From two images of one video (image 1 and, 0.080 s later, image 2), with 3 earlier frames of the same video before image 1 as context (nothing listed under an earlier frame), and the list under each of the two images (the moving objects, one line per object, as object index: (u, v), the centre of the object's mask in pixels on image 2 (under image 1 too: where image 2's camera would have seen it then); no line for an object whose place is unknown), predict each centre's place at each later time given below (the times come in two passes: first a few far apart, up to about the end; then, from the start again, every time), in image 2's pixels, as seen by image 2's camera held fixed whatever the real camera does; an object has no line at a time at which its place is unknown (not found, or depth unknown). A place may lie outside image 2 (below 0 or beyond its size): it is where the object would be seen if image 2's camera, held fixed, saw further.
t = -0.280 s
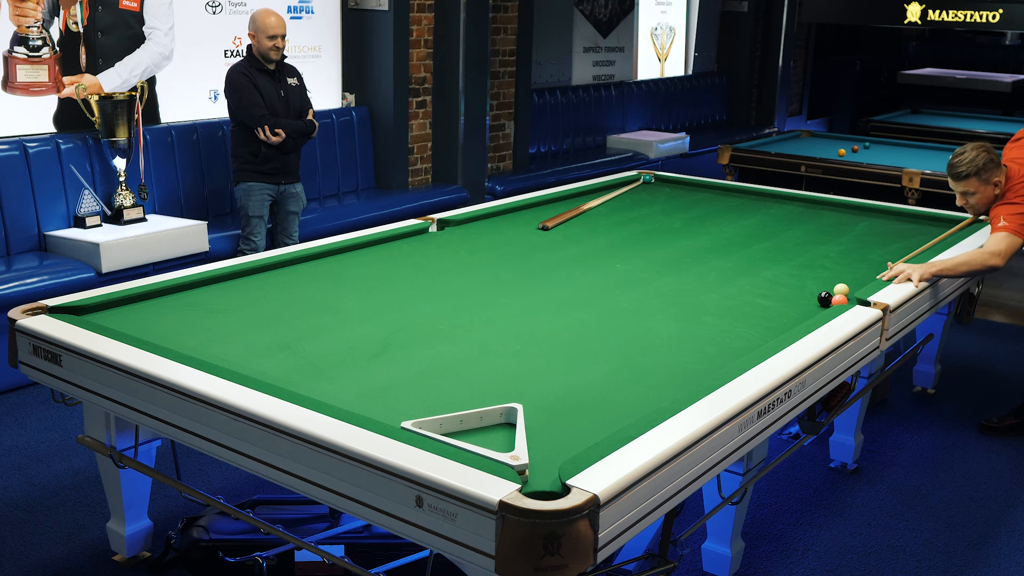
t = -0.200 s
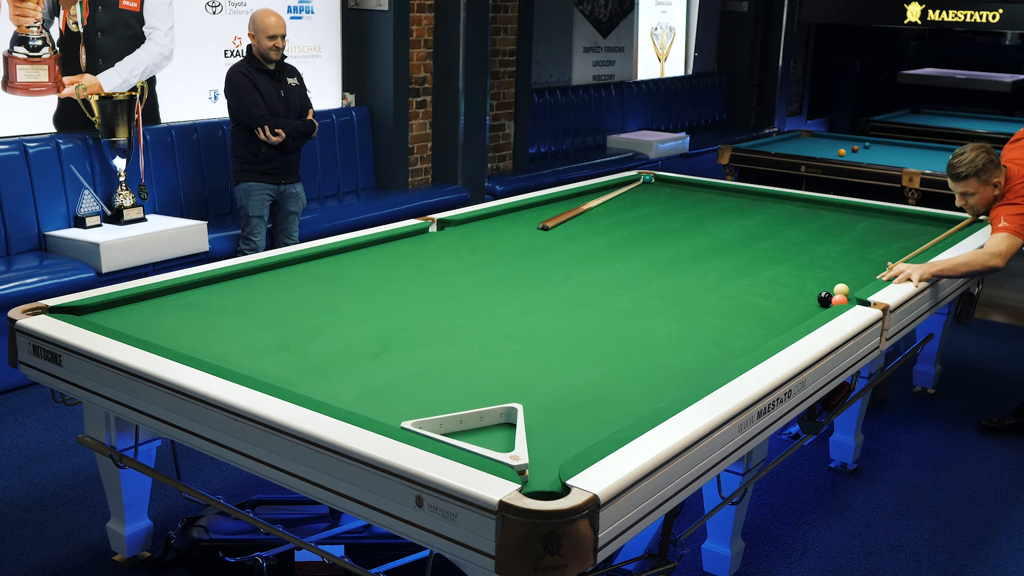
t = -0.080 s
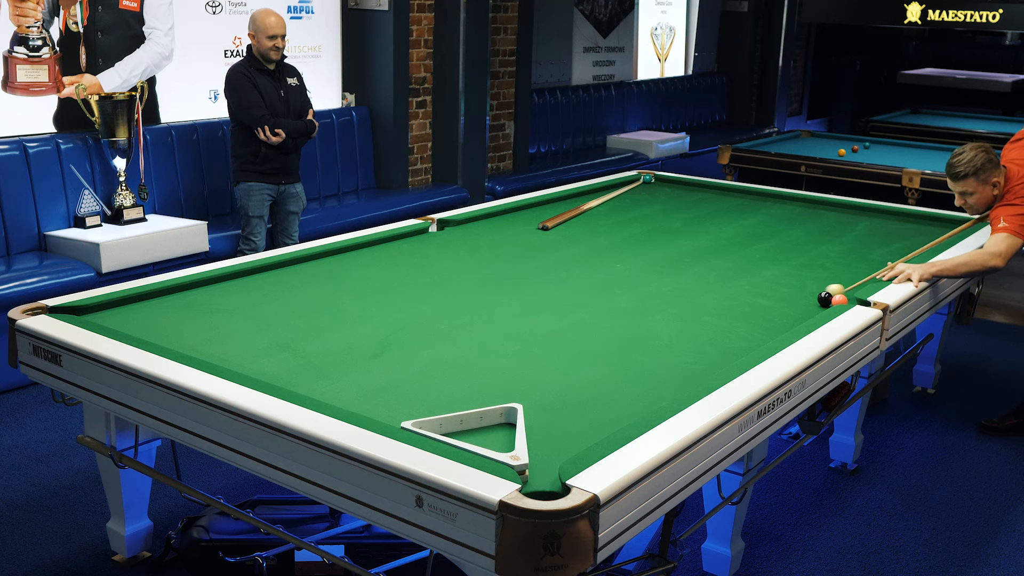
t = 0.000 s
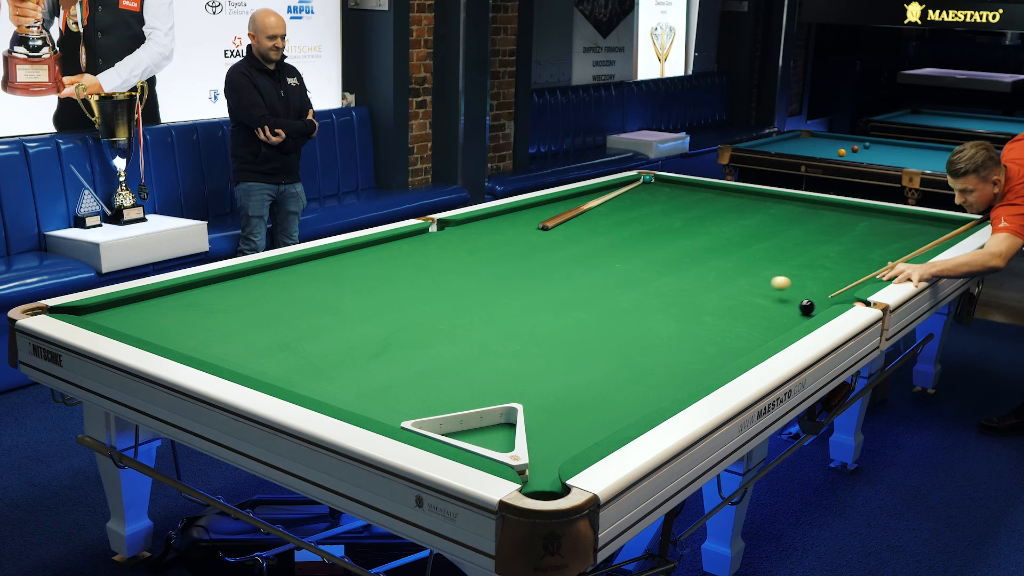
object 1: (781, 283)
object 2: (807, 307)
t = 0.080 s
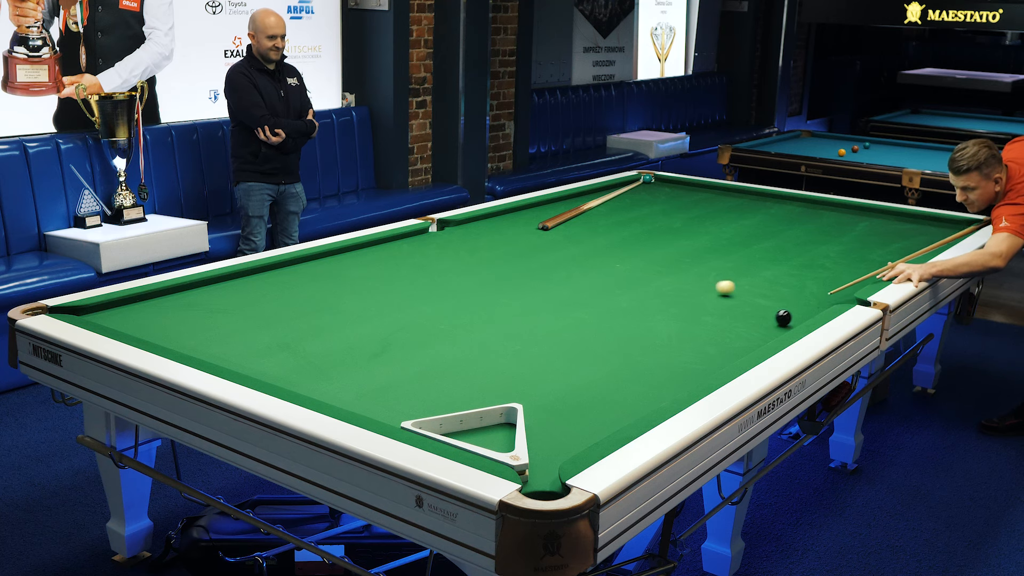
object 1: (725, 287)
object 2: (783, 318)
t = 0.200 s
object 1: (650, 282)
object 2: (748, 334)
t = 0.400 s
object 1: (539, 278)
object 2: (690, 360)
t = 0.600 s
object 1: (445, 275)
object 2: (624, 389)
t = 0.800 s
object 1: (353, 271)
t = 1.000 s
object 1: (262, 269)
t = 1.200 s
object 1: (241, 292)
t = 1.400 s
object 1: (209, 317)
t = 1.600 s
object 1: (172, 343)
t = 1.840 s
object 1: (276, 346)
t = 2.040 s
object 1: (357, 347)
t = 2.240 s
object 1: (436, 348)
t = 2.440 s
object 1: (513, 349)
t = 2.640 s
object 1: (588, 350)
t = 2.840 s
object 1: (661, 351)
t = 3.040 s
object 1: (732, 352)
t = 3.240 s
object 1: (730, 337)
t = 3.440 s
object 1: (717, 322)
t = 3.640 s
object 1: (705, 307)
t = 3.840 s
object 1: (694, 295)
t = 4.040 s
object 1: (685, 284)
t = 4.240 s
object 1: (677, 273)
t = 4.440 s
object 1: (669, 264)
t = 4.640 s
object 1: (662, 255)
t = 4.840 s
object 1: (655, 247)
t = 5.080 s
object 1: (648, 238)
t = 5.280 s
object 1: (643, 232)
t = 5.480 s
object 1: (638, 226)
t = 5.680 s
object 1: (633, 220)
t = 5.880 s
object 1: (629, 215)
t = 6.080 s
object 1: (625, 210)
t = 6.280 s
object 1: (621, 206)
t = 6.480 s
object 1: (618, 202)
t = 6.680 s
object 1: (615, 198)
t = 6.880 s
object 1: (615, 195)
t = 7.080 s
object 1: (621, 192)
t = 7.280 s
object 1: (626, 190)
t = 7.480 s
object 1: (630, 188)
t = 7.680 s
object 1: (634, 186)
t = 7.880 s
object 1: (638, 185)
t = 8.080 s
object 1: (642, 183)
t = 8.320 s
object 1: (646, 181)
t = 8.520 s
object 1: (649, 180)
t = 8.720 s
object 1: (652, 180)
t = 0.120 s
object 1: (700, 283)
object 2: (771, 323)
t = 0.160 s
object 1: (674, 283)
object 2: (759, 329)
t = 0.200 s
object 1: (650, 282)
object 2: (748, 334)
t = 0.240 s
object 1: (626, 282)
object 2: (736, 339)
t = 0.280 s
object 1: (603, 281)
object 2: (725, 344)
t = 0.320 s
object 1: (581, 279)
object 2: (713, 349)
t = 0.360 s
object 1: (559, 278)
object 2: (702, 355)
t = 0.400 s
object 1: (539, 278)
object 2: (690, 360)
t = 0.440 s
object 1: (519, 277)
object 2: (677, 365)
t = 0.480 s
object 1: (500, 276)
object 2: (664, 371)
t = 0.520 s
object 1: (482, 276)
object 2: (651, 377)
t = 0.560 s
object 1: (463, 275)
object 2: (638, 383)
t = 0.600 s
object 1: (445, 275)
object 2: (624, 389)
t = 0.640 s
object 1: (426, 274)
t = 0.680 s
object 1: (408, 273)
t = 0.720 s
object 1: (389, 273)
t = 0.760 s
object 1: (371, 272)
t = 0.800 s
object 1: (353, 271)
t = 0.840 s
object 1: (335, 271)
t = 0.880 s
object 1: (316, 270)
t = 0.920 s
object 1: (298, 270)
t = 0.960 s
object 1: (280, 269)
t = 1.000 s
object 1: (262, 269)
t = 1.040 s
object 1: (259, 273)
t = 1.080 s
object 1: (255, 278)
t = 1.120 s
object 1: (251, 283)
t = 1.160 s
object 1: (247, 288)
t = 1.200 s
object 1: (241, 292)
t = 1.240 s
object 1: (235, 297)
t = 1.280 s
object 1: (229, 302)
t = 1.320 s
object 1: (222, 307)
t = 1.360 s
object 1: (216, 312)
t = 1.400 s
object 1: (209, 317)
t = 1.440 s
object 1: (202, 322)
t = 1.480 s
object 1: (194, 328)
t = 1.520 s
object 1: (187, 334)
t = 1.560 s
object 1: (179, 340)
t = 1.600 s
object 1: (172, 343)
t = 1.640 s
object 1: (186, 345)
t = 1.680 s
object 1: (207, 346)
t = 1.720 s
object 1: (225, 345)
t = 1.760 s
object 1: (243, 345)
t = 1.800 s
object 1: (260, 345)
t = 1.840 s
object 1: (276, 346)
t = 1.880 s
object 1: (293, 346)
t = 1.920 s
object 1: (309, 346)
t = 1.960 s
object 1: (325, 347)
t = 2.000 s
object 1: (341, 347)
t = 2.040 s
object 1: (357, 347)
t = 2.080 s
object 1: (373, 347)
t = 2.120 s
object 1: (389, 347)
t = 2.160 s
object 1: (405, 348)
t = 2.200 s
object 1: (420, 348)
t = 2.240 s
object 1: (436, 348)
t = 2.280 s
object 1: (452, 348)
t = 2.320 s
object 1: (467, 348)
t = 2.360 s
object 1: (482, 348)
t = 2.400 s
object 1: (498, 349)
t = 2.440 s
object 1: (513, 349)
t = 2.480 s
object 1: (528, 349)
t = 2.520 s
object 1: (543, 349)
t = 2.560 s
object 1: (558, 350)
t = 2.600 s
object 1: (573, 350)
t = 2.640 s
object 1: (588, 350)
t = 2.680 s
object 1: (603, 350)
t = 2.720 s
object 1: (617, 351)
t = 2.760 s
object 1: (632, 351)
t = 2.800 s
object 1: (646, 351)
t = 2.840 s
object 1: (661, 351)
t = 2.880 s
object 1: (675, 351)
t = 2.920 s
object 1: (690, 351)
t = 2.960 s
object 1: (704, 352)
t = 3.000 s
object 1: (718, 352)
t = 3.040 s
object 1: (732, 352)
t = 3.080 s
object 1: (744, 351)
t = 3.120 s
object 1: (739, 348)
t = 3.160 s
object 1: (736, 344)
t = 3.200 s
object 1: (733, 341)
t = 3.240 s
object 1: (730, 337)
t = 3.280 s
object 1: (727, 334)
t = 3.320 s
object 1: (724, 331)
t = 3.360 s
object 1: (722, 328)
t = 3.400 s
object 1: (719, 325)
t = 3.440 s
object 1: (717, 322)
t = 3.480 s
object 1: (714, 319)
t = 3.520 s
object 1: (712, 316)
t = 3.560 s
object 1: (710, 313)
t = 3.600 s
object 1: (707, 311)
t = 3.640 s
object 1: (705, 307)
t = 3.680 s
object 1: (703, 305)
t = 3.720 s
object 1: (701, 302)
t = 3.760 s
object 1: (699, 300)
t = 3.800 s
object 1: (697, 297)
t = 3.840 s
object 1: (694, 295)
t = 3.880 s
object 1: (692, 293)
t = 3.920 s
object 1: (691, 290)
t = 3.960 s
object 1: (689, 288)
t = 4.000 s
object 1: (687, 286)
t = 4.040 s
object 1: (685, 284)
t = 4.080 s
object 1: (683, 282)
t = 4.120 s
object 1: (682, 279)
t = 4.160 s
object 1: (680, 277)
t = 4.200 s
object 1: (678, 275)
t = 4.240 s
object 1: (677, 273)
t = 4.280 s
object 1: (675, 271)
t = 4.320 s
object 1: (673, 269)
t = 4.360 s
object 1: (672, 267)
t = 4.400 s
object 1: (670, 266)
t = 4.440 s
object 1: (669, 264)
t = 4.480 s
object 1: (667, 262)
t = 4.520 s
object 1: (666, 260)
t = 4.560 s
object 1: (664, 258)
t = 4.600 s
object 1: (663, 257)
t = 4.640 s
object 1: (662, 255)
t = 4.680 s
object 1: (660, 253)
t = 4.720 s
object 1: (659, 252)
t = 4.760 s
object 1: (658, 250)
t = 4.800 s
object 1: (656, 249)
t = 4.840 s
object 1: (655, 247)
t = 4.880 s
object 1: (654, 245)
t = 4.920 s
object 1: (653, 244)
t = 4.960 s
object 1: (651, 243)
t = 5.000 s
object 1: (650, 241)
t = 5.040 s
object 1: (649, 240)
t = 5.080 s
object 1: (648, 238)
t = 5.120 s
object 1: (647, 237)
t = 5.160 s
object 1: (646, 236)
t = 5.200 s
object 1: (645, 234)
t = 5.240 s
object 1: (644, 233)
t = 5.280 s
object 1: (643, 232)
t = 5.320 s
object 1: (642, 231)
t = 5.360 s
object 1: (641, 230)
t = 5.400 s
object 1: (640, 228)
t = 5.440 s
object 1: (639, 227)
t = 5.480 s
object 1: (638, 226)
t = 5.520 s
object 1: (637, 224)
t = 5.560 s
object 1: (636, 223)
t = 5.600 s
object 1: (635, 222)
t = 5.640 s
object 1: (634, 221)
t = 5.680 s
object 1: (633, 220)
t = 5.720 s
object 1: (632, 219)
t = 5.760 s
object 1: (631, 218)
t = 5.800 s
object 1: (631, 217)
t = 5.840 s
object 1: (630, 216)
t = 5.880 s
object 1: (629, 215)
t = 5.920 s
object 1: (628, 214)
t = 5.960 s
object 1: (627, 213)
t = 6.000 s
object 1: (627, 212)
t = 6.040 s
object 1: (626, 211)
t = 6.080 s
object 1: (625, 210)
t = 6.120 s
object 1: (624, 209)
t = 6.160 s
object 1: (624, 208)
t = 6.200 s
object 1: (623, 208)
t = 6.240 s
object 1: (622, 207)
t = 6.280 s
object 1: (621, 206)
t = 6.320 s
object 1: (621, 205)
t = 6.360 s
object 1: (620, 204)
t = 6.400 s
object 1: (619, 203)
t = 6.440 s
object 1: (619, 203)
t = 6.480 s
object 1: (618, 202)
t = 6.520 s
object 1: (617, 201)
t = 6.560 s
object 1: (617, 200)
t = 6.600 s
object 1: (616, 199)
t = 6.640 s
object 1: (615, 199)
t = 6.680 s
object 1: (615, 198)
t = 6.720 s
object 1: (614, 197)
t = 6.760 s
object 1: (614, 197)
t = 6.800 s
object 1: (613, 196)
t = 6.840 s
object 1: (614, 195)
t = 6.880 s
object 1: (615, 195)
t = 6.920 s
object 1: (617, 194)
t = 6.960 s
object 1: (618, 194)
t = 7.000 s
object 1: (619, 193)
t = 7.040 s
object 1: (620, 193)
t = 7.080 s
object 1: (621, 192)
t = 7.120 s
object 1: (622, 192)
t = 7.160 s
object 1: (623, 192)
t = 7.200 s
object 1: (624, 191)
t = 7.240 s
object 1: (625, 191)
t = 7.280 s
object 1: (626, 190)
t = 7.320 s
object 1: (627, 190)
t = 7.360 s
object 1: (628, 189)
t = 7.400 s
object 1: (628, 189)
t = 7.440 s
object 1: (629, 189)
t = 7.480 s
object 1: (630, 188)
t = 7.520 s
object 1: (631, 188)
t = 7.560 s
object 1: (632, 187)
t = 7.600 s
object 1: (632, 187)
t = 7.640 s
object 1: (633, 187)
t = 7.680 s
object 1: (634, 186)
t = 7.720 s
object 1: (635, 186)
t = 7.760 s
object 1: (635, 185)
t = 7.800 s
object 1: (636, 185)
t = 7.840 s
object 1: (637, 185)
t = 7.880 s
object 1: (638, 185)
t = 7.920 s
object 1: (639, 184)
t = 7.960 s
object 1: (640, 184)
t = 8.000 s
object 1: (640, 184)
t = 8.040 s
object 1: (641, 183)
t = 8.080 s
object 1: (642, 183)
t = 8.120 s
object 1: (643, 182)
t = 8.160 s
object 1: (643, 182)
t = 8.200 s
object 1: (644, 182)
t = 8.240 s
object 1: (645, 181)
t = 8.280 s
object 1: (645, 181)
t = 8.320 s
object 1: (646, 181)
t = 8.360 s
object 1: (646, 180)
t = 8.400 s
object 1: (647, 180)
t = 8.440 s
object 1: (648, 180)
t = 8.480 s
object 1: (648, 180)
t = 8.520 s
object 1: (649, 180)
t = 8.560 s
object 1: (649, 180)
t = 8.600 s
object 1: (650, 180)
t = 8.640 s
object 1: (651, 180)
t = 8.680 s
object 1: (651, 180)
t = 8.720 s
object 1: (652, 180)
